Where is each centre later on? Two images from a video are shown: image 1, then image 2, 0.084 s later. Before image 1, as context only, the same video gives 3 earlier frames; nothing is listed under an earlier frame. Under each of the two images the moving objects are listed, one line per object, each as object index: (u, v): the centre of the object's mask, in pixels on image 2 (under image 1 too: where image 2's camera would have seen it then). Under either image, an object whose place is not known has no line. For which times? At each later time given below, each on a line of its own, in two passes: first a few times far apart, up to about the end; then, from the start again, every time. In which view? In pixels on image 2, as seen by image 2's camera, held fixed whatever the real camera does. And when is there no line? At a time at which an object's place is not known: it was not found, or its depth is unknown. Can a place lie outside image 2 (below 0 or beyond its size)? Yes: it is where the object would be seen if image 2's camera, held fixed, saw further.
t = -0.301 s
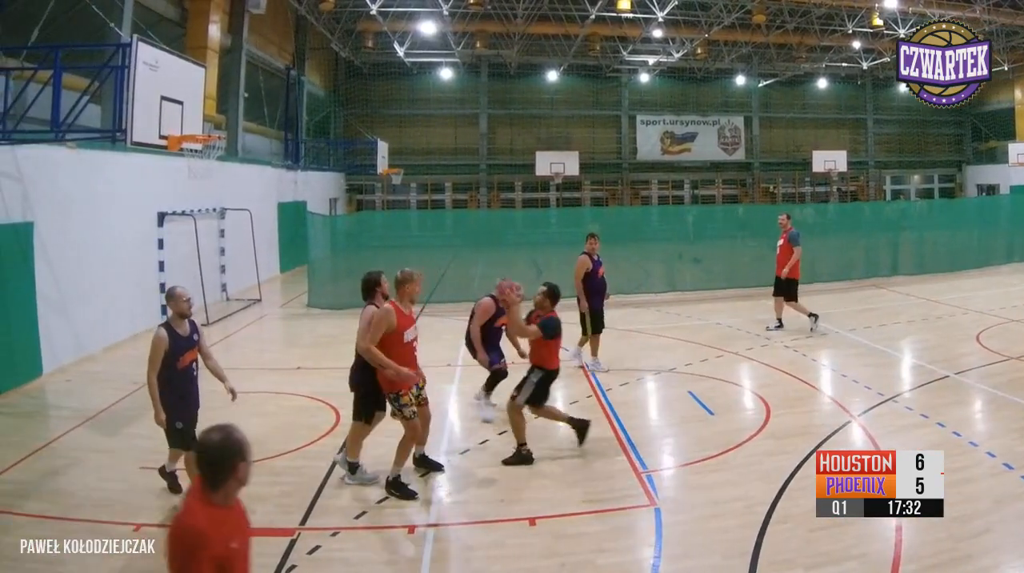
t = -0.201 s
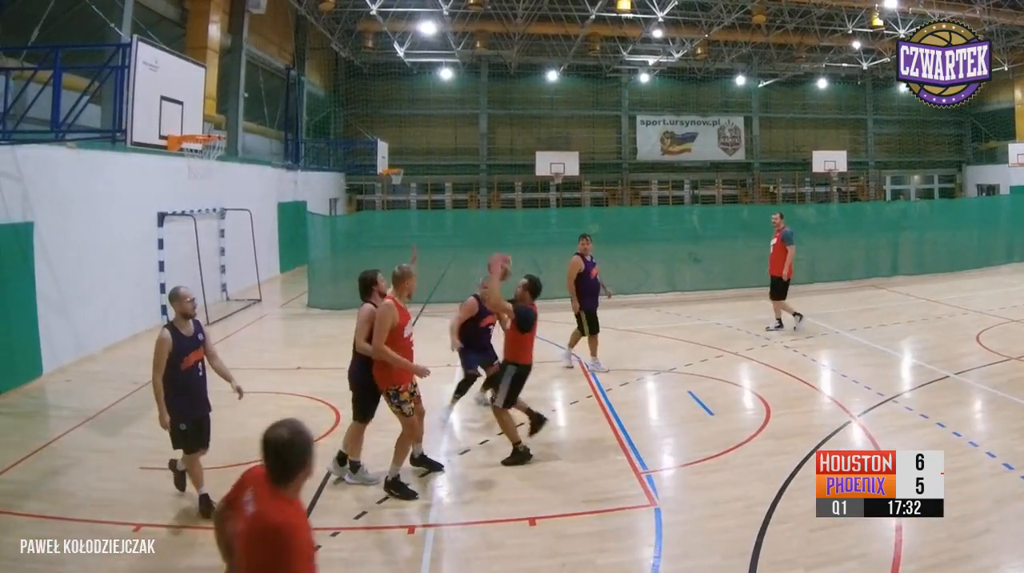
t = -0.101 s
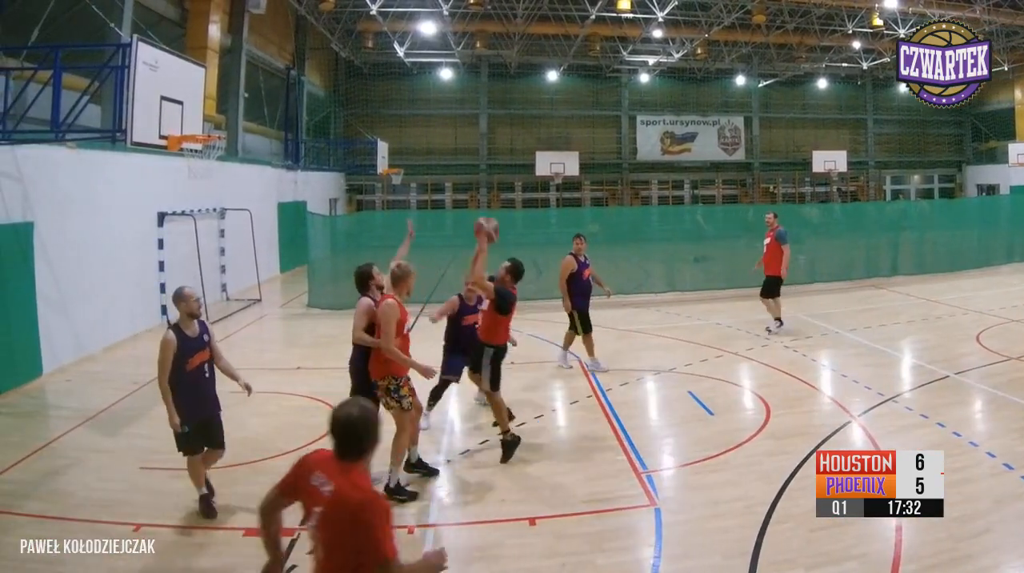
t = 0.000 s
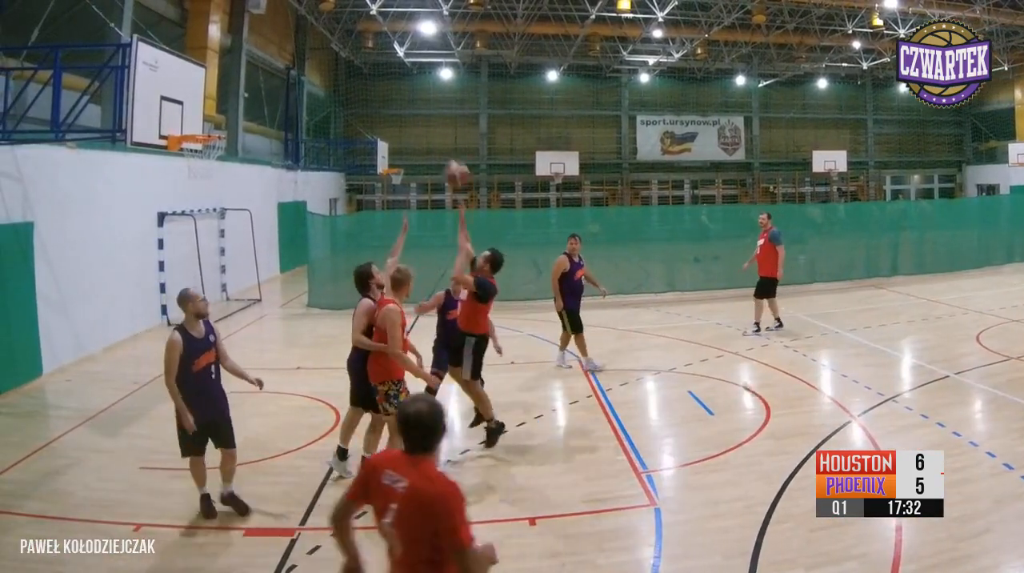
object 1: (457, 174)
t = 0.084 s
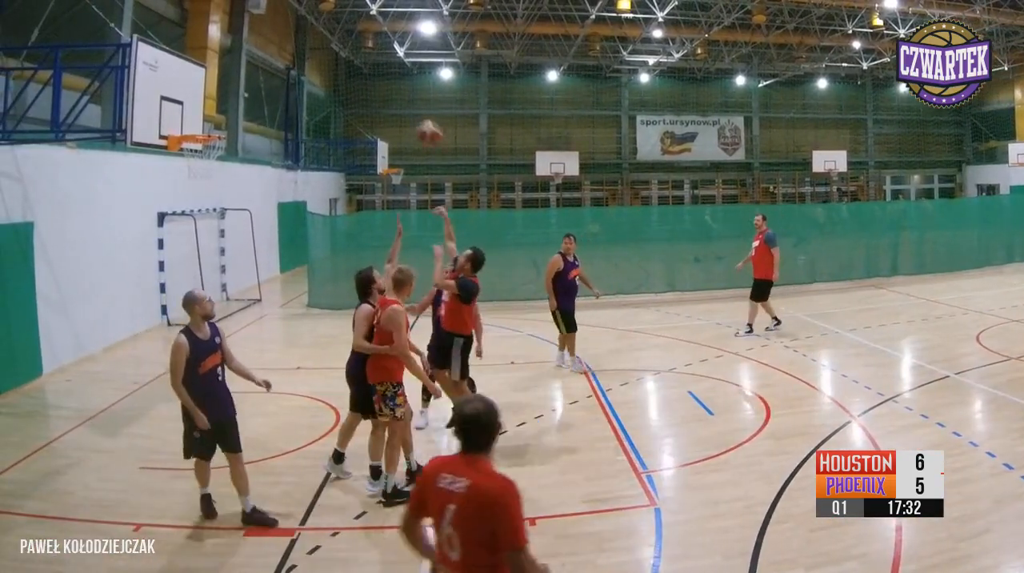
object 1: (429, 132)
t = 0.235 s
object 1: (382, 80)
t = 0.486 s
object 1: (311, 45)
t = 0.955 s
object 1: (195, 131)
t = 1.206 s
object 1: (212, 179)
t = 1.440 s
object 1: (236, 243)
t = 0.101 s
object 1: (424, 126)
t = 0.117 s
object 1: (418, 118)
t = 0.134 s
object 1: (413, 113)
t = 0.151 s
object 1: (408, 106)
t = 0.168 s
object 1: (402, 100)
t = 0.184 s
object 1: (397, 94)
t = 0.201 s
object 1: (392, 89)
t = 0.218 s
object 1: (387, 84)
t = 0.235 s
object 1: (382, 80)
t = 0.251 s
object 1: (377, 75)
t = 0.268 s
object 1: (372, 71)
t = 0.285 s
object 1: (368, 67)
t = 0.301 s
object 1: (363, 64)
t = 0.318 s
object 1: (358, 61)
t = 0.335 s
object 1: (353, 58)
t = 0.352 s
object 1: (349, 56)
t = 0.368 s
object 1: (344, 53)
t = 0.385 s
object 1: (339, 51)
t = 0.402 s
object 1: (334, 50)
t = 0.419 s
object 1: (330, 48)
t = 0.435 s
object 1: (325, 47)
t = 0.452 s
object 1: (320, 46)
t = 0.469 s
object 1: (316, 45)
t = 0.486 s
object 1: (311, 45)
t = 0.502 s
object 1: (307, 44)
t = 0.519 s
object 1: (303, 45)
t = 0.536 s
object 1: (298, 45)
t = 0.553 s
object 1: (293, 46)
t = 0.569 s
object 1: (290, 47)
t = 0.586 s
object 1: (285, 48)
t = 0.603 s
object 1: (282, 50)
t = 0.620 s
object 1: (279, 52)
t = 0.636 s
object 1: (272, 52)
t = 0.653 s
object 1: (268, 55)
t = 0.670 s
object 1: (263, 58)
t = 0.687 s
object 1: (258, 61)
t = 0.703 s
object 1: (253, 63)
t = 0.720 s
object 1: (249, 68)
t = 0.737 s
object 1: (245, 71)
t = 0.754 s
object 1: (240, 75)
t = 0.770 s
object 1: (235, 79)
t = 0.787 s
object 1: (231, 84)
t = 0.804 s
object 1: (228, 89)
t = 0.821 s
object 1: (225, 93)
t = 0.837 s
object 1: (219, 99)
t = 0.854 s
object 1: (215, 103)
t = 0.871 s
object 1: (210, 108)
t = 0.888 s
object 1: (206, 115)
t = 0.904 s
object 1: (202, 122)
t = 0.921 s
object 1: (199, 125)
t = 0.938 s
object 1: (194, 129)
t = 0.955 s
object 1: (195, 131)
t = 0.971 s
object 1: (194, 144)
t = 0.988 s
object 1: (195, 147)
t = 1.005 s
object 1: (194, 150)
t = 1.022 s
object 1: (195, 155)
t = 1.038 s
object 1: (196, 160)
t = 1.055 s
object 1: (196, 160)
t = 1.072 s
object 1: (198, 162)
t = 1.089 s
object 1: (200, 164)
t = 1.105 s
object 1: (202, 166)
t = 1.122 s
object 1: (203, 166)
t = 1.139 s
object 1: (205, 169)
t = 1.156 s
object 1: (207, 170)
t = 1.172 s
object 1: (208, 173)
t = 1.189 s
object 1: (210, 176)
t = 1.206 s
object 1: (212, 179)
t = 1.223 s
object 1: (213, 182)
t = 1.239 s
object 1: (215, 185)
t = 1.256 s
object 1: (217, 189)
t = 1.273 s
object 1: (219, 192)
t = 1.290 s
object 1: (220, 196)
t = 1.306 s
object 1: (222, 200)
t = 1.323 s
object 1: (224, 205)
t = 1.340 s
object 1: (226, 210)
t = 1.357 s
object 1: (227, 215)
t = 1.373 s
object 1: (229, 220)
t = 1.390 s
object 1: (231, 226)
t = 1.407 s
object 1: (233, 231)
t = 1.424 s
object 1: (234, 237)
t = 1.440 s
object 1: (236, 243)
